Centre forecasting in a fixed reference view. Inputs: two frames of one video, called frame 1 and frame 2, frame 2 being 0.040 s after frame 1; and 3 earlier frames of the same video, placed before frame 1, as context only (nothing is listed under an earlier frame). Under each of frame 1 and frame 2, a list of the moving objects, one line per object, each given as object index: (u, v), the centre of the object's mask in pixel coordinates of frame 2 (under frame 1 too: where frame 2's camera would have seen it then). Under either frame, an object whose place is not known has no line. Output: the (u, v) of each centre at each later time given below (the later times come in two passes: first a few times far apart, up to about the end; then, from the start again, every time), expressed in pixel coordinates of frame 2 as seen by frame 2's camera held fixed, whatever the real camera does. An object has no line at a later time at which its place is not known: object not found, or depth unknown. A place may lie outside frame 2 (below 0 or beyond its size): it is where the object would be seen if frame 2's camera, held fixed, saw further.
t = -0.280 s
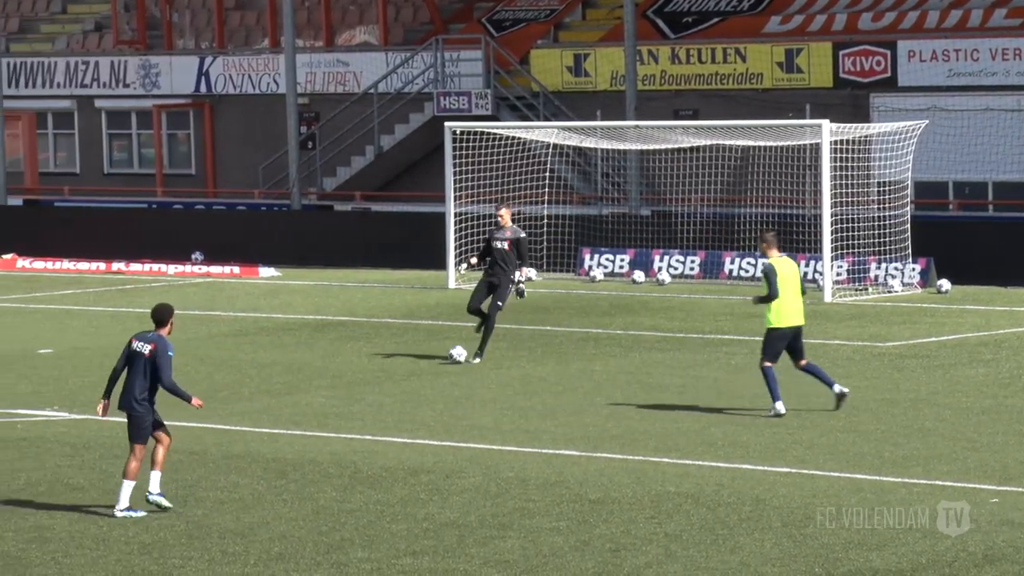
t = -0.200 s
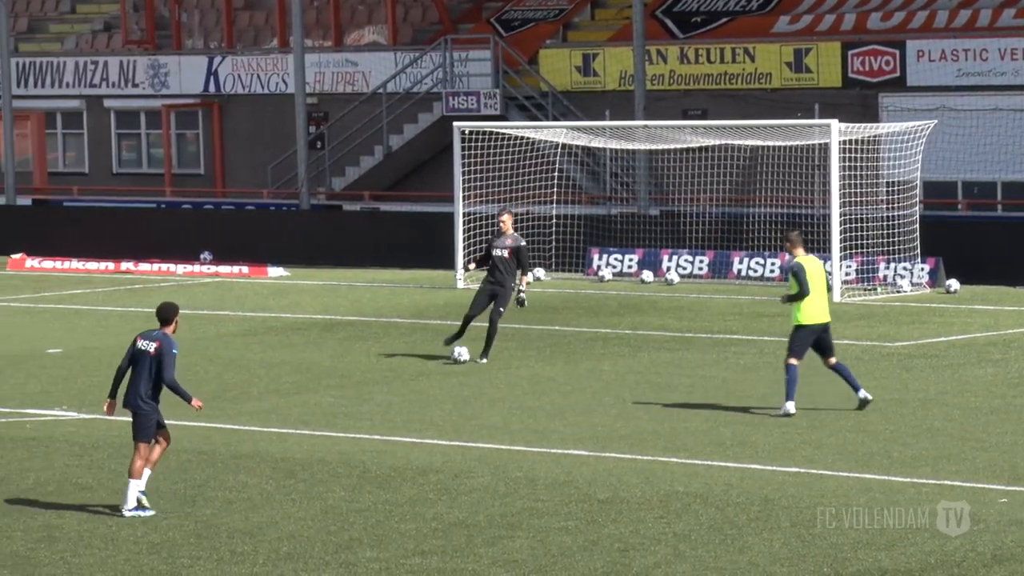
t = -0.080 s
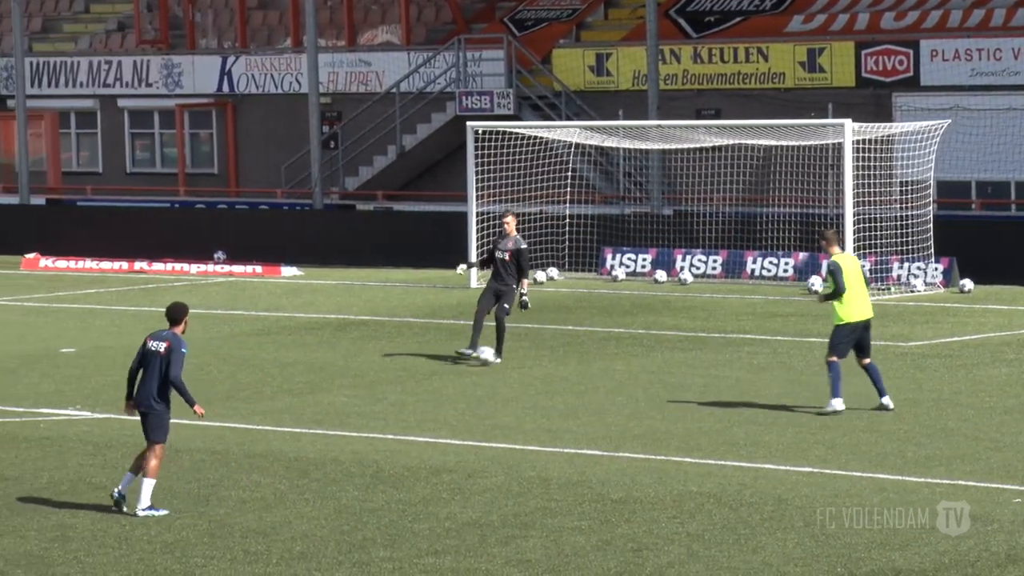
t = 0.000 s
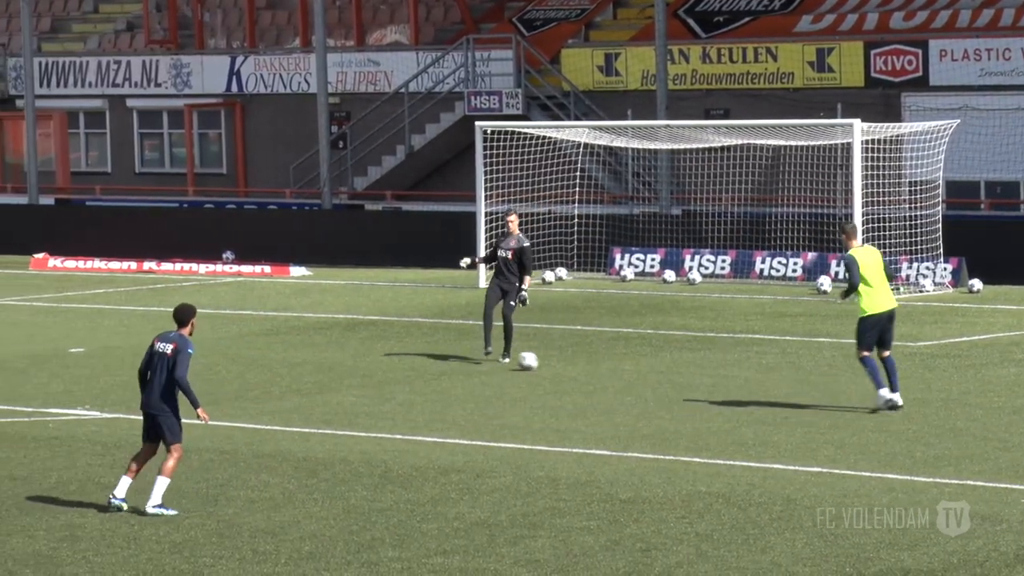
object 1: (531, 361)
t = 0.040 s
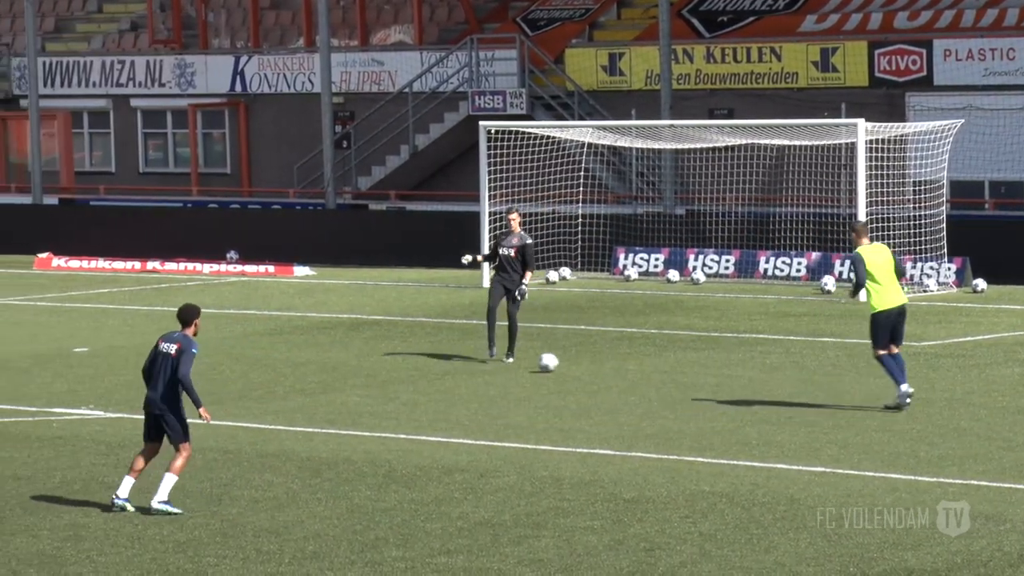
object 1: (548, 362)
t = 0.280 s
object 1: (641, 374)
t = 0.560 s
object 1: (736, 385)
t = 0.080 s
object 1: (563, 364)
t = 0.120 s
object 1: (579, 366)
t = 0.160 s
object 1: (595, 369)
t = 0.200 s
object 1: (611, 370)
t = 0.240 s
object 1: (625, 372)
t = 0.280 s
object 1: (641, 374)
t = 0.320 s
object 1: (654, 376)
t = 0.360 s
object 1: (669, 378)
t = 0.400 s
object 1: (682, 379)
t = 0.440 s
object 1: (696, 381)
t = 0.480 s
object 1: (710, 382)
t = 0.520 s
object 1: (722, 383)
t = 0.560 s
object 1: (736, 385)
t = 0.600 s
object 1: (748, 387)
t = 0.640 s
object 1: (761, 388)
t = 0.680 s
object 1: (774, 389)
